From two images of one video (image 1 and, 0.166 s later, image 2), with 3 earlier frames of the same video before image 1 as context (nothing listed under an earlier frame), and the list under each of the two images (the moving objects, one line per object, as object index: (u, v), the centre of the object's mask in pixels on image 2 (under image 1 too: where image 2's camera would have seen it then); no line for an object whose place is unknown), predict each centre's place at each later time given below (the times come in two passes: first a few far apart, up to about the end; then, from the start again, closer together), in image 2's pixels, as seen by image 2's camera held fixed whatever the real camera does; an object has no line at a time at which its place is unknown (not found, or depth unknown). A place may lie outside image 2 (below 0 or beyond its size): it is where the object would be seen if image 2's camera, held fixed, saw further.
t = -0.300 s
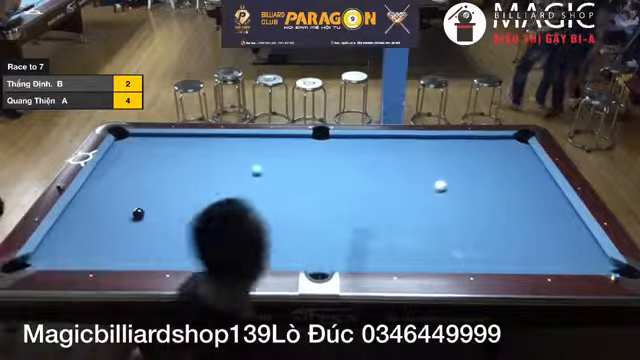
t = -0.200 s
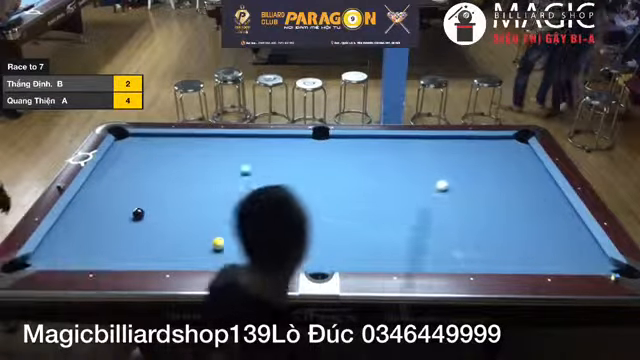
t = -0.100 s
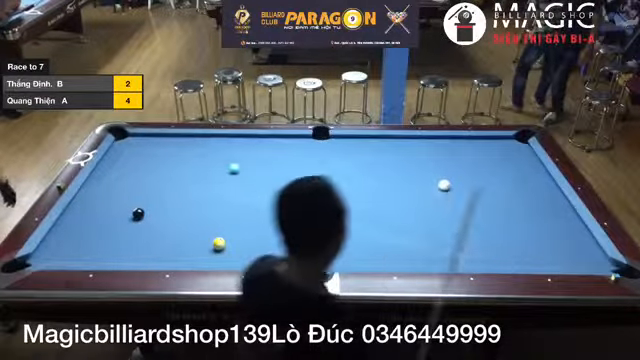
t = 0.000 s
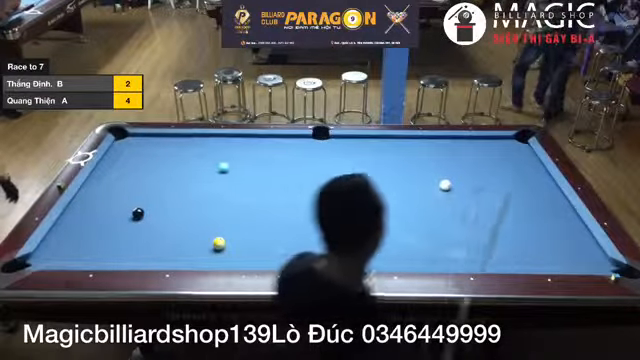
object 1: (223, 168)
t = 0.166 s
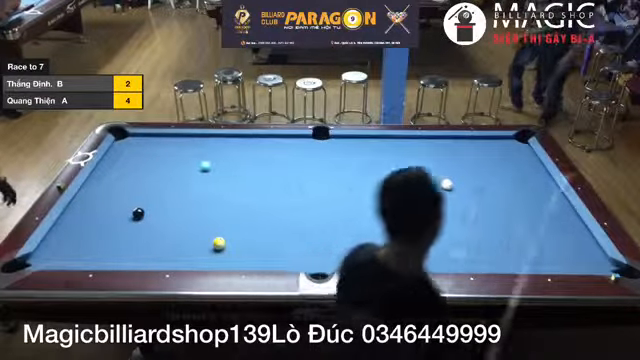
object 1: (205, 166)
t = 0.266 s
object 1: (194, 165)
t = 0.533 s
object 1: (168, 163)
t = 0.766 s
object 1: (145, 161)
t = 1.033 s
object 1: (121, 159)
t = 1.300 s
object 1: (111, 158)
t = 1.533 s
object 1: (123, 157)
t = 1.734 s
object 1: (135, 156)
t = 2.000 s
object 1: (147, 156)
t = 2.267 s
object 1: (157, 155)
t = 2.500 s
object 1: (164, 155)
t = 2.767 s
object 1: (172, 155)
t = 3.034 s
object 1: (178, 155)
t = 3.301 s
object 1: (184, 155)
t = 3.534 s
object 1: (186, 155)
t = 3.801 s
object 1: (190, 155)
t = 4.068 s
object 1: (192, 155)
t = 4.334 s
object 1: (193, 154)
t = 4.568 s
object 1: (193, 154)
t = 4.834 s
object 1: (193, 154)
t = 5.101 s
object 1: (193, 154)
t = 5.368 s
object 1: (193, 154)
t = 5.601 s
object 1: (193, 154)
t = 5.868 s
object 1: (193, 155)
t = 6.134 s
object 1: (193, 154)
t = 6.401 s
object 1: (194, 155)
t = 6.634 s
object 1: (194, 155)
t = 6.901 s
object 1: (194, 155)
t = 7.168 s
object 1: (194, 155)
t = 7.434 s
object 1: (194, 154)
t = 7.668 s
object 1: (194, 154)
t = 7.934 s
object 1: (193, 154)
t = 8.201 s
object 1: (194, 155)
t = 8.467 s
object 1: (193, 154)
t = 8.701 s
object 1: (193, 154)
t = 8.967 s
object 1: (194, 154)
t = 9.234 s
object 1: (194, 154)
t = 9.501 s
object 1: (193, 155)
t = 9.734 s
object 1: (194, 155)
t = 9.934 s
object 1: (194, 155)
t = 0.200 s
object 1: (201, 166)
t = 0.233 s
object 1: (198, 166)
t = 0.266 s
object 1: (194, 165)
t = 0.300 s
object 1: (191, 165)
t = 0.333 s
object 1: (188, 165)
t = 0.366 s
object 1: (184, 165)
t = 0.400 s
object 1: (181, 165)
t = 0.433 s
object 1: (178, 164)
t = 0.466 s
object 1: (175, 164)
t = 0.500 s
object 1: (171, 164)
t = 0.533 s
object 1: (168, 163)
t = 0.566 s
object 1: (165, 163)
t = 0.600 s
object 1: (162, 163)
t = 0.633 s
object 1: (158, 163)
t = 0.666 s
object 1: (155, 163)
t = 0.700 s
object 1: (152, 161)
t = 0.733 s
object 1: (149, 161)
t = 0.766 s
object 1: (145, 161)
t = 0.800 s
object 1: (141, 161)
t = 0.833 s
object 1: (139, 161)
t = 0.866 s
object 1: (135, 161)
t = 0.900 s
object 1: (132, 161)
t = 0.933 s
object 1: (129, 160)
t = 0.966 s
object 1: (126, 160)
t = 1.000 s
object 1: (125, 160)
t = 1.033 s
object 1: (121, 159)
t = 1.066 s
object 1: (117, 159)
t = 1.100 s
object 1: (115, 159)
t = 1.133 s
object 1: (111, 159)
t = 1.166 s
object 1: (108, 159)
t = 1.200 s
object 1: (106, 158)
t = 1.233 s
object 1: (106, 159)
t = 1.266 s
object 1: (109, 158)
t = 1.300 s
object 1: (111, 158)
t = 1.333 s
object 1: (113, 158)
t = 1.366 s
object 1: (116, 157)
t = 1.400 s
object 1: (118, 157)
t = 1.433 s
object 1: (119, 157)
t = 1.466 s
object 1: (119, 157)
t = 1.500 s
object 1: (121, 157)
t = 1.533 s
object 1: (123, 157)
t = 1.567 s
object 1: (124, 157)
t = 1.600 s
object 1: (127, 157)
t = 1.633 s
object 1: (127, 157)
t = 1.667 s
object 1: (132, 156)
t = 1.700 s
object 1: (134, 157)
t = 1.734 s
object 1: (135, 156)
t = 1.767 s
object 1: (136, 156)
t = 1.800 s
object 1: (138, 156)
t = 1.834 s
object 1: (139, 156)
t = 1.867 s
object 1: (140, 156)
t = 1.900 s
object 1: (142, 156)
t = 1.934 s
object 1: (143, 156)
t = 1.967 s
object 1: (145, 156)
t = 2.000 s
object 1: (147, 156)
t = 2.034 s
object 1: (148, 156)
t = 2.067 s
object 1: (149, 156)
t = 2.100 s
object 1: (150, 156)
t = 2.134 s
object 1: (151, 156)
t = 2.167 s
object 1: (153, 156)
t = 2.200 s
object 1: (154, 155)
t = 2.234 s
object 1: (155, 155)
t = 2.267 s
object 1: (157, 155)
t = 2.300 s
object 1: (158, 155)
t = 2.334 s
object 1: (159, 155)
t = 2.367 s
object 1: (160, 155)
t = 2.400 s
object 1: (161, 155)
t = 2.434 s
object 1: (161, 155)
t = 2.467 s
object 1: (162, 155)
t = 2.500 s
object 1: (164, 155)
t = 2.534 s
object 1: (165, 155)
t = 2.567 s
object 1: (166, 155)
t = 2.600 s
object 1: (167, 155)
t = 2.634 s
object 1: (168, 155)
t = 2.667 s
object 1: (169, 155)
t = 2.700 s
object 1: (169, 155)
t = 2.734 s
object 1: (171, 155)
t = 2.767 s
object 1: (172, 155)
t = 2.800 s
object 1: (173, 155)
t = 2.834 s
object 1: (174, 155)
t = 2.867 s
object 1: (174, 155)
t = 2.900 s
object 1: (176, 155)
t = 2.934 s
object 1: (176, 155)
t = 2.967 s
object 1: (177, 155)
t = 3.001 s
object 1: (178, 155)
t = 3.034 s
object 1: (178, 155)
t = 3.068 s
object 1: (178, 155)
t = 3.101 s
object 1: (179, 155)
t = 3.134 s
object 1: (180, 155)
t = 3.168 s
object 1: (181, 155)
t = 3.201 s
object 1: (181, 155)
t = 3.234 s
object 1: (182, 155)
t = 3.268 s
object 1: (182, 155)
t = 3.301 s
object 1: (184, 155)
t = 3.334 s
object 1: (184, 155)
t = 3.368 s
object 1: (184, 155)
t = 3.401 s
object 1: (185, 155)
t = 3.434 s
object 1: (185, 155)
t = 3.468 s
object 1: (186, 155)
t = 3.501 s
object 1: (186, 155)
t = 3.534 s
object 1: (186, 155)
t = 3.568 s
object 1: (188, 155)
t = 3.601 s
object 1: (188, 155)
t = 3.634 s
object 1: (188, 155)
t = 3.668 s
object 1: (189, 155)
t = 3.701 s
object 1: (189, 155)
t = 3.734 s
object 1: (189, 155)
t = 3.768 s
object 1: (190, 155)
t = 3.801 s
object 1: (190, 155)
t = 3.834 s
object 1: (191, 155)
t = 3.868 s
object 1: (191, 155)
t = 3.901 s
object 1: (191, 155)
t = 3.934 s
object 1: (191, 155)
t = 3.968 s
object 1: (191, 155)
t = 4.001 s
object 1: (191, 155)
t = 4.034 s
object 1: (191, 155)
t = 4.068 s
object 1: (192, 155)
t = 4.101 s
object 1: (193, 154)
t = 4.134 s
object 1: (193, 154)
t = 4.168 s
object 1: (193, 154)
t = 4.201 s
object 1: (193, 154)
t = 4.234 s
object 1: (193, 154)
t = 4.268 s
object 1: (193, 154)
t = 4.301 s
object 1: (193, 154)
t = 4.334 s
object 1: (193, 154)
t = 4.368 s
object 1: (193, 154)
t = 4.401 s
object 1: (193, 154)
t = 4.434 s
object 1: (193, 154)
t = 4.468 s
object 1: (193, 154)
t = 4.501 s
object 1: (193, 154)
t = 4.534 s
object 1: (193, 154)
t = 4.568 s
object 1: (193, 154)
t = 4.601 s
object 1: (193, 154)
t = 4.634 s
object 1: (193, 154)
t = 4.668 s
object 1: (193, 154)
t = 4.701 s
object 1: (193, 154)
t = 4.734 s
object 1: (193, 154)
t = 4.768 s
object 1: (193, 154)
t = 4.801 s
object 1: (193, 154)
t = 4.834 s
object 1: (193, 154)
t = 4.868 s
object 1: (193, 154)
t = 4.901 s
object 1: (193, 154)
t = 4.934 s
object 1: (193, 154)
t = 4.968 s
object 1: (193, 154)
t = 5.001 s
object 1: (193, 154)
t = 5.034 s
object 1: (193, 154)
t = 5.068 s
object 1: (193, 154)
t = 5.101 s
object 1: (193, 154)
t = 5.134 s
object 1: (193, 154)
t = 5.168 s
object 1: (193, 154)
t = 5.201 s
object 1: (193, 154)
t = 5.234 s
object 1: (193, 154)
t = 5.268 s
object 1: (193, 154)
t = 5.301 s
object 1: (193, 154)
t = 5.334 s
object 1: (193, 154)
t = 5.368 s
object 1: (193, 154)
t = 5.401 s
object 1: (193, 154)
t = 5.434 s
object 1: (193, 154)
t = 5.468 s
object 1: (193, 154)
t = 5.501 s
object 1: (193, 154)
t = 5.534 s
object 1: (193, 154)
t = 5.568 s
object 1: (193, 154)
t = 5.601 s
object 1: (193, 154)
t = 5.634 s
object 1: (193, 154)
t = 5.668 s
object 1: (193, 154)
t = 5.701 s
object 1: (193, 154)
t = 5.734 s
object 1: (194, 154)
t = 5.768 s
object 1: (194, 154)
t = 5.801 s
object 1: (193, 154)
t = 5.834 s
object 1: (193, 154)
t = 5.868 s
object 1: (193, 155)
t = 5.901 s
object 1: (193, 154)
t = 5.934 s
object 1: (194, 154)
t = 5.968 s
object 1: (193, 154)
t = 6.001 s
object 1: (193, 155)
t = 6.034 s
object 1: (193, 154)
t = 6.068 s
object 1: (194, 154)
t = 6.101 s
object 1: (193, 155)
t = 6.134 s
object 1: (193, 154)
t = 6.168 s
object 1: (194, 154)
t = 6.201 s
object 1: (193, 154)
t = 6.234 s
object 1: (194, 155)
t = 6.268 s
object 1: (194, 155)
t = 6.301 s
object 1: (194, 155)
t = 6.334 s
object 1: (194, 155)
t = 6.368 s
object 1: (194, 155)
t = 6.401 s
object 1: (194, 155)
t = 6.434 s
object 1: (194, 155)
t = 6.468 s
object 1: (194, 155)
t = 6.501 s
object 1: (194, 155)
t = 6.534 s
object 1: (194, 155)
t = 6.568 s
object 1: (194, 155)
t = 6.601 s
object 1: (194, 155)
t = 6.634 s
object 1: (194, 155)
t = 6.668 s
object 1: (194, 155)
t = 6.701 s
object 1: (194, 155)
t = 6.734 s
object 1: (194, 155)
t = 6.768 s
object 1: (194, 155)
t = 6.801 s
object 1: (194, 155)
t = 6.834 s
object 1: (194, 155)
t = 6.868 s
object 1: (194, 155)
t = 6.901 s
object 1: (194, 155)
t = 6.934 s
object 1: (194, 155)
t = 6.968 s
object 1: (194, 155)
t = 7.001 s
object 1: (194, 155)
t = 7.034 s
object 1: (194, 155)
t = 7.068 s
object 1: (194, 155)
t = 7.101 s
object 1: (194, 155)
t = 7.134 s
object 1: (194, 155)
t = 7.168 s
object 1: (194, 155)
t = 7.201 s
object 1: (194, 155)
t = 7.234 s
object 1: (194, 155)
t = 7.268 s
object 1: (194, 155)
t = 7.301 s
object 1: (194, 154)
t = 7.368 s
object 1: (194, 154)
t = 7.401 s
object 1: (194, 154)
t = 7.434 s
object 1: (194, 154)
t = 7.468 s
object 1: (194, 154)
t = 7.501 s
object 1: (194, 154)
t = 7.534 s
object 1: (194, 154)
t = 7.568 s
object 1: (194, 154)
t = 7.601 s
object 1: (194, 154)
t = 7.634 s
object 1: (194, 154)
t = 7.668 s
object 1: (194, 154)
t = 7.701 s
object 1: (194, 154)
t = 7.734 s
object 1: (194, 154)
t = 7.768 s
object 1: (194, 154)
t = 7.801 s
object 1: (194, 154)
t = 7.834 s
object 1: (193, 154)
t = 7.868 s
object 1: (193, 154)
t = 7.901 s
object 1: (193, 154)
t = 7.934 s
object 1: (193, 154)
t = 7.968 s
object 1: (194, 154)
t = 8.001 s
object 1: (193, 154)
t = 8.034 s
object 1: (193, 154)
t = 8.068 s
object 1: (194, 154)
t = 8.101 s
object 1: (194, 154)
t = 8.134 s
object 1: (194, 154)
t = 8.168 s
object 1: (194, 154)
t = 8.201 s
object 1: (194, 155)
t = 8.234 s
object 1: (194, 154)
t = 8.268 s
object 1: (194, 154)
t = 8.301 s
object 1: (194, 154)
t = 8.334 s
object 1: (194, 154)
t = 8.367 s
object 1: (193, 154)
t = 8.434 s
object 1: (194, 154)
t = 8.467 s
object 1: (193, 154)
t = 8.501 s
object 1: (194, 154)
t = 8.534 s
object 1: (193, 154)
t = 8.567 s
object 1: (193, 154)
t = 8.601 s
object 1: (193, 154)
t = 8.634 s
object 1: (193, 154)
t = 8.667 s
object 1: (193, 154)
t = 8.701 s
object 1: (193, 154)
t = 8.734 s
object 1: (193, 154)
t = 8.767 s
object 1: (193, 154)
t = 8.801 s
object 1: (193, 154)
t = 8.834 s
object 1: (194, 154)
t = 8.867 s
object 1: (194, 154)
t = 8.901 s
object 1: (194, 154)
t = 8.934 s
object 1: (194, 154)
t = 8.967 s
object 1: (194, 154)
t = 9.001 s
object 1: (194, 154)
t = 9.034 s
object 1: (194, 154)
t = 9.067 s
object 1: (194, 154)
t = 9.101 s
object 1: (194, 154)
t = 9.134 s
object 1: (194, 154)
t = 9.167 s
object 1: (194, 154)
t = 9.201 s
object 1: (194, 154)
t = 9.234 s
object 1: (194, 154)
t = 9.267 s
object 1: (194, 154)
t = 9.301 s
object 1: (194, 154)
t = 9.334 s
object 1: (194, 154)
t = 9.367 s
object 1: (194, 154)
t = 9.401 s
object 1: (194, 154)
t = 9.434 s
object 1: (194, 154)
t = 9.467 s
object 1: (194, 154)
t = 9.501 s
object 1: (193, 155)
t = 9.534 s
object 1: (193, 154)
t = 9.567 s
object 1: (193, 154)
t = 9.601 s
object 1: (193, 154)
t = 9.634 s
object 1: (193, 154)
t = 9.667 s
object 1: (194, 154)
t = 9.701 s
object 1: (194, 154)
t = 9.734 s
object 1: (194, 155)
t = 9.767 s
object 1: (194, 155)
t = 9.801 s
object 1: (194, 154)
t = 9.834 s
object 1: (194, 154)
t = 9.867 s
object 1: (194, 154)
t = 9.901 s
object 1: (194, 155)
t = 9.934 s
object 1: (194, 155)
